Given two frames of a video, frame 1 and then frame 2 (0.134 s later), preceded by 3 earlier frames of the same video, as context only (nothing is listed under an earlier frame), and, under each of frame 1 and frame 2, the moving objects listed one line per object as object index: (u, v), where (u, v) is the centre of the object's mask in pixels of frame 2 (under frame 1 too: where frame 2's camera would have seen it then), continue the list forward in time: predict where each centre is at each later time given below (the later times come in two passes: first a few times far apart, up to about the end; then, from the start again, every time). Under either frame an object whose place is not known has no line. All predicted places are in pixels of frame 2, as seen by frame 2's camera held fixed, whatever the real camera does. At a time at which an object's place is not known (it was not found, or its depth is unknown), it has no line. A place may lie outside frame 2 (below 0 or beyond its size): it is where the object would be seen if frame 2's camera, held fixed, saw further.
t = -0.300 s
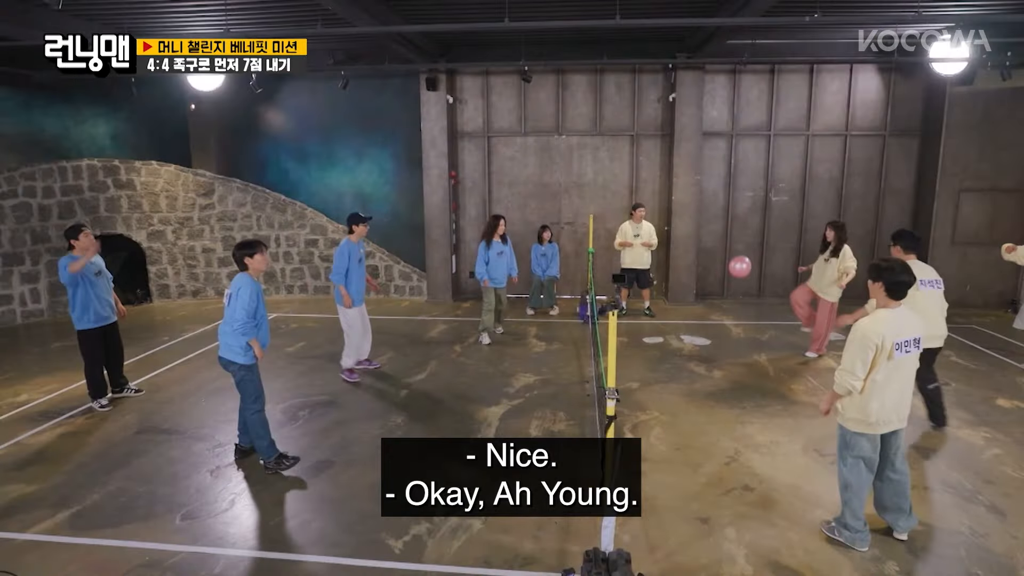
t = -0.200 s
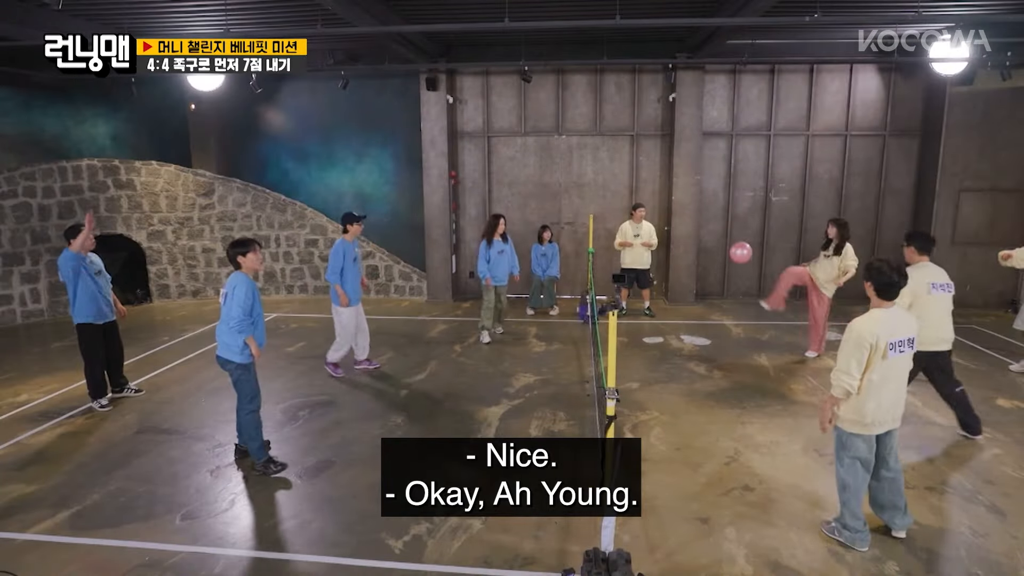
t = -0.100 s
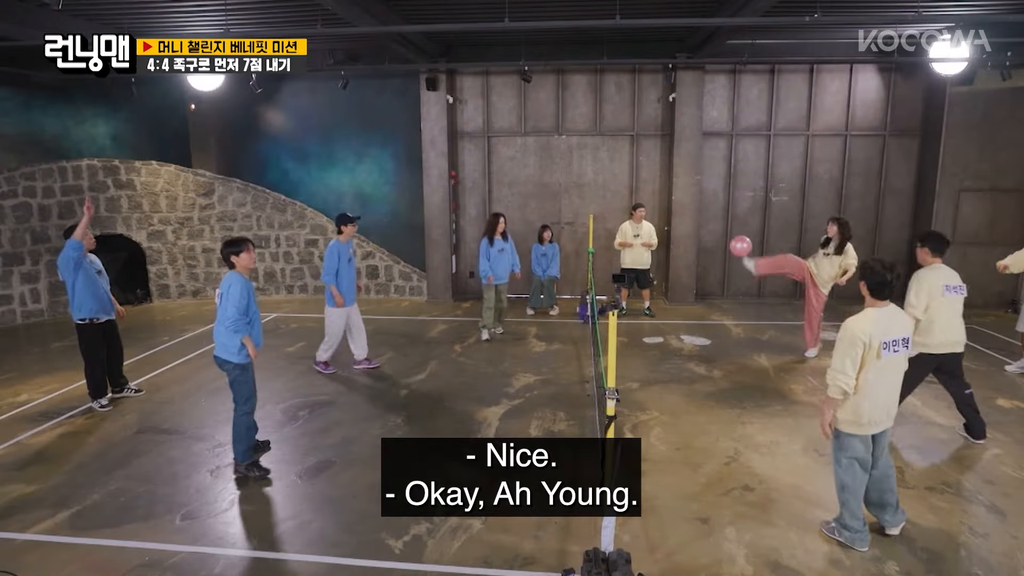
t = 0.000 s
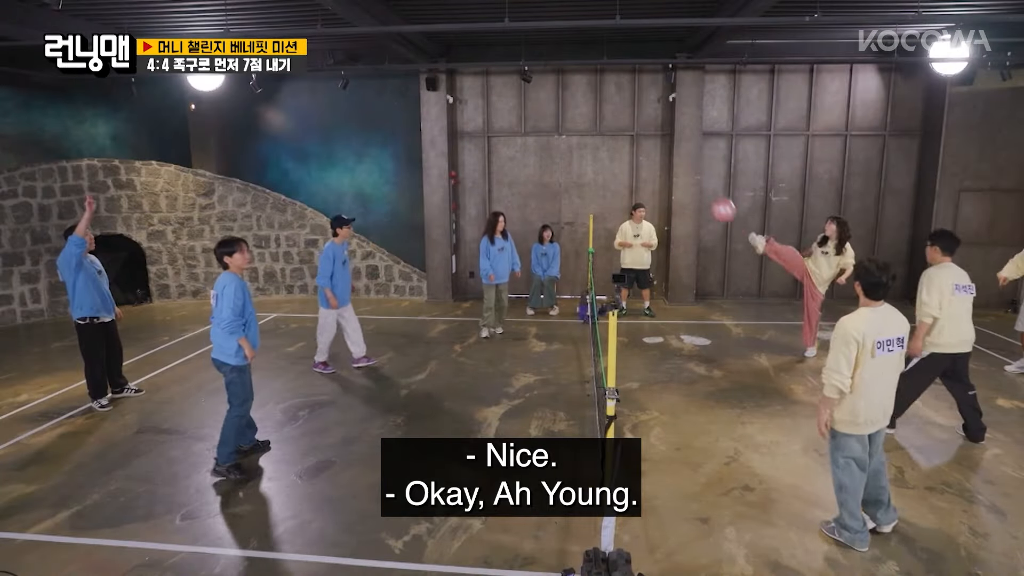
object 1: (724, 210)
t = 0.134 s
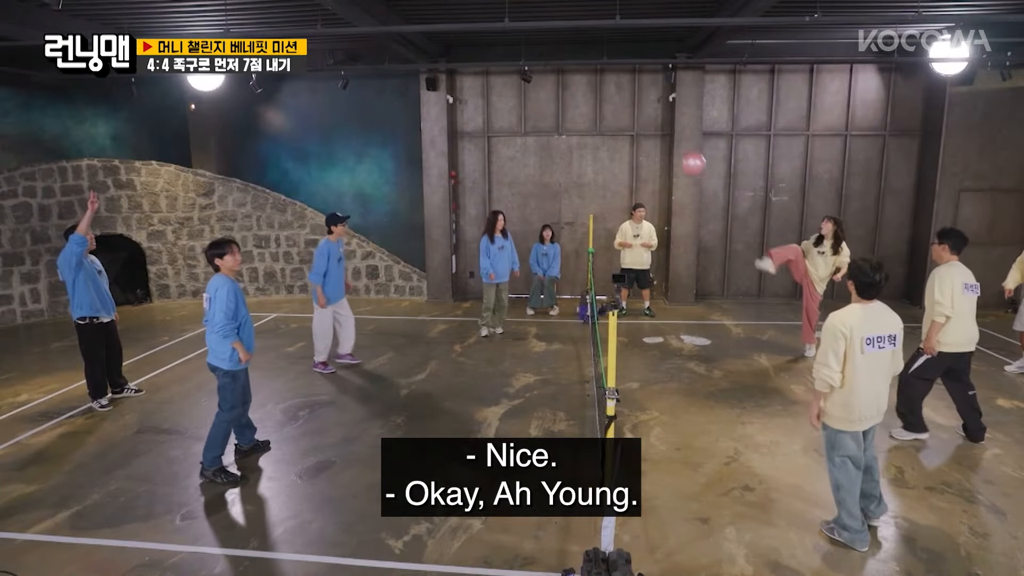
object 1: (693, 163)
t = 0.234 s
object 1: (674, 138)
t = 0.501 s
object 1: (620, 116)
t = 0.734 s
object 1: (576, 156)
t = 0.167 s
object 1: (686, 154)
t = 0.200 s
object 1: (680, 146)
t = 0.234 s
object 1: (674, 138)
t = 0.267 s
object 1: (667, 132)
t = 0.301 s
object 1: (661, 126)
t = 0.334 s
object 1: (654, 122)
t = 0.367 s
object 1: (648, 118)
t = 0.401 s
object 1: (641, 116)
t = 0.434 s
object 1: (634, 115)
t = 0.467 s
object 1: (627, 115)
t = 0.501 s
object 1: (620, 116)
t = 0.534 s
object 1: (614, 119)
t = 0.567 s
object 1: (608, 122)
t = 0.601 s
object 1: (601, 127)
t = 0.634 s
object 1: (595, 133)
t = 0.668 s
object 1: (588, 139)
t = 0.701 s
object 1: (582, 147)
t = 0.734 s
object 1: (576, 156)
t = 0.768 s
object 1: (570, 166)
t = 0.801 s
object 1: (564, 177)
